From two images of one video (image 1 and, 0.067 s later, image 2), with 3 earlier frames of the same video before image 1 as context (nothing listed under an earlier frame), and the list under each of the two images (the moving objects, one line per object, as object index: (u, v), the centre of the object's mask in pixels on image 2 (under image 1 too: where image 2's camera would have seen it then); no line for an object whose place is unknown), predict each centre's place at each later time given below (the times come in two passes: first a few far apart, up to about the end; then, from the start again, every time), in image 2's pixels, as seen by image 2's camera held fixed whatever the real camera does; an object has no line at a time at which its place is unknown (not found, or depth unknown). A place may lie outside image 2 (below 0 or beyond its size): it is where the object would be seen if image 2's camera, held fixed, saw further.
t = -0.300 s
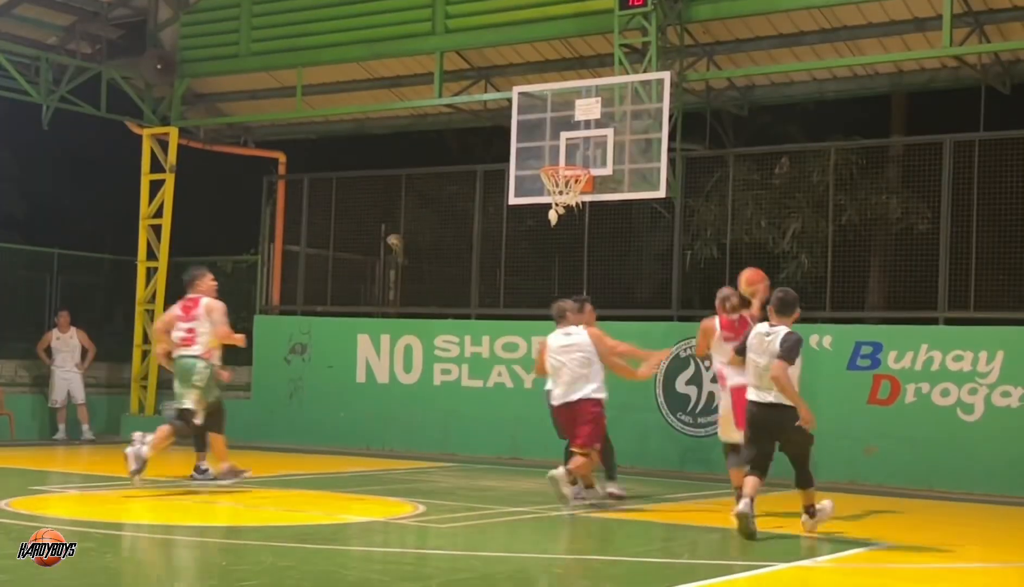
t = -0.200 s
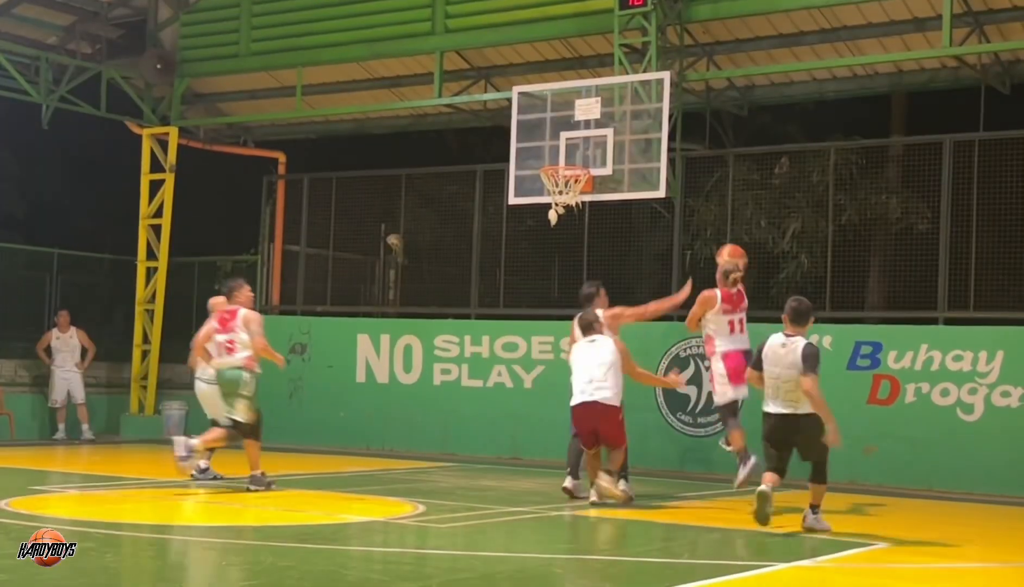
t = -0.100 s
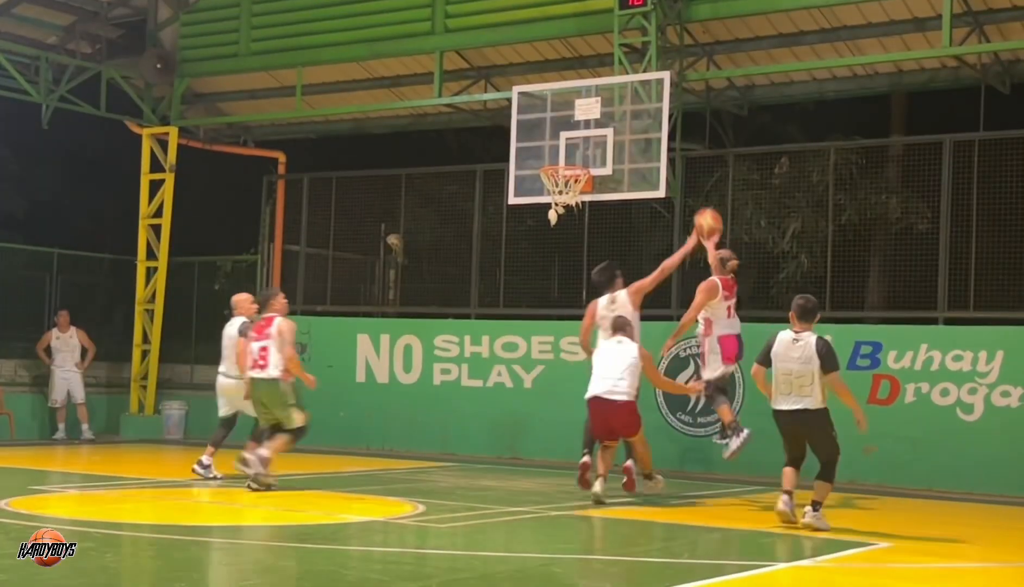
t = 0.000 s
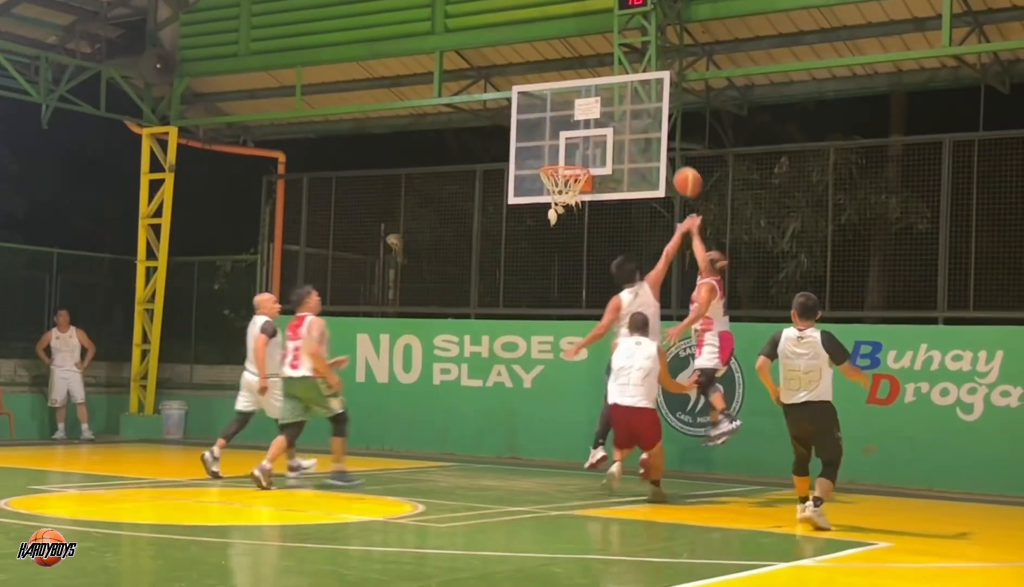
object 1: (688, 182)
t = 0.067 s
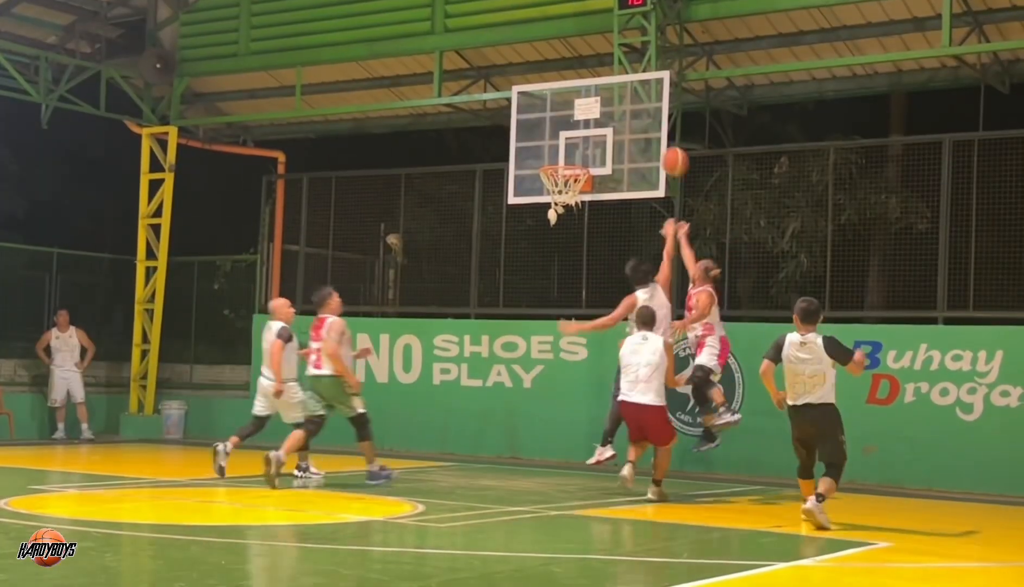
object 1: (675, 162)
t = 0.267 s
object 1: (638, 131)
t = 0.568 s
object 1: (585, 156)
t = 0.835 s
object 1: (543, 155)
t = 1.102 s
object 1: (520, 170)
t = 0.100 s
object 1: (669, 153)
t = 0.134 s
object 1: (662, 146)
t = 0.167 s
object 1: (656, 140)
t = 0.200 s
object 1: (649, 135)
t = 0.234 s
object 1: (644, 133)
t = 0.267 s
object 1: (638, 131)
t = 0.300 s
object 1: (631, 130)
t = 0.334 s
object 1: (626, 131)
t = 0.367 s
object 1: (620, 132)
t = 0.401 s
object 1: (614, 134)
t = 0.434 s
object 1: (608, 137)
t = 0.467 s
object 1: (602, 142)
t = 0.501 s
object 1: (597, 147)
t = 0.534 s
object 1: (591, 155)
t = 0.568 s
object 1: (585, 156)
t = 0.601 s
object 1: (578, 158)
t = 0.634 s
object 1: (571, 159)
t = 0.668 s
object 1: (563, 159)
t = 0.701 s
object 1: (556, 159)
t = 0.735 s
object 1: (551, 159)
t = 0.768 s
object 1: (548, 157)
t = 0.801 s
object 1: (545, 156)
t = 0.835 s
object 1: (543, 155)
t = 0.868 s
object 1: (540, 153)
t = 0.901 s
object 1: (537, 152)
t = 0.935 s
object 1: (535, 151)
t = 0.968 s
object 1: (532, 153)
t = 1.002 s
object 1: (529, 156)
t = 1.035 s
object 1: (526, 158)
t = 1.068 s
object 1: (523, 164)
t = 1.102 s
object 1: (520, 170)
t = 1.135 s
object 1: (517, 177)
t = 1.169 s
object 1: (513, 185)
